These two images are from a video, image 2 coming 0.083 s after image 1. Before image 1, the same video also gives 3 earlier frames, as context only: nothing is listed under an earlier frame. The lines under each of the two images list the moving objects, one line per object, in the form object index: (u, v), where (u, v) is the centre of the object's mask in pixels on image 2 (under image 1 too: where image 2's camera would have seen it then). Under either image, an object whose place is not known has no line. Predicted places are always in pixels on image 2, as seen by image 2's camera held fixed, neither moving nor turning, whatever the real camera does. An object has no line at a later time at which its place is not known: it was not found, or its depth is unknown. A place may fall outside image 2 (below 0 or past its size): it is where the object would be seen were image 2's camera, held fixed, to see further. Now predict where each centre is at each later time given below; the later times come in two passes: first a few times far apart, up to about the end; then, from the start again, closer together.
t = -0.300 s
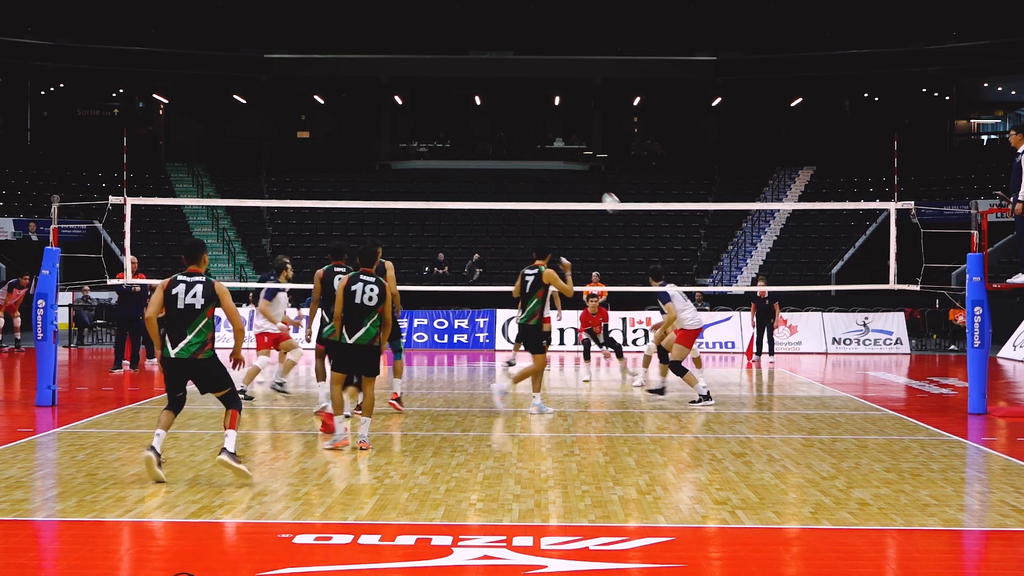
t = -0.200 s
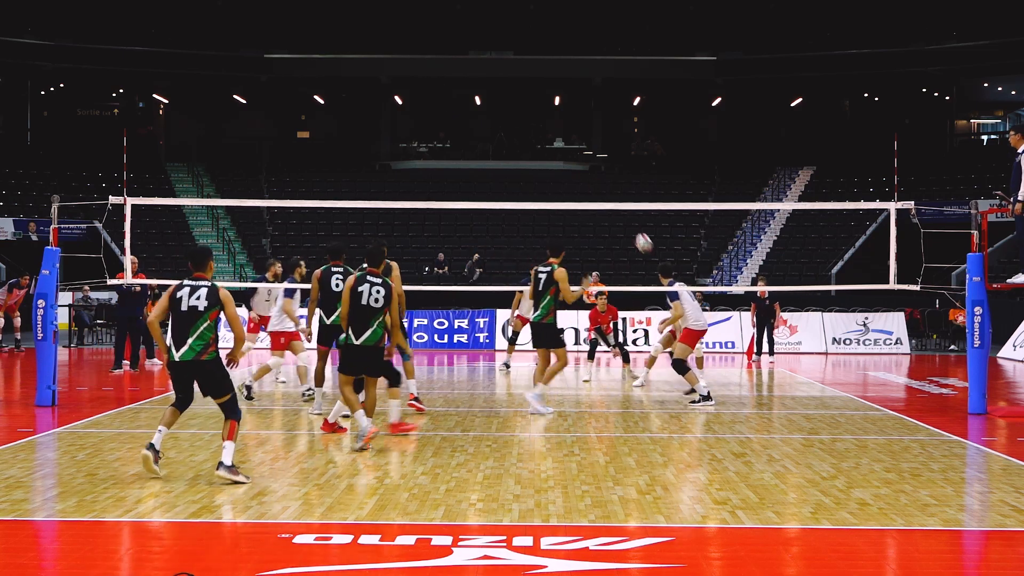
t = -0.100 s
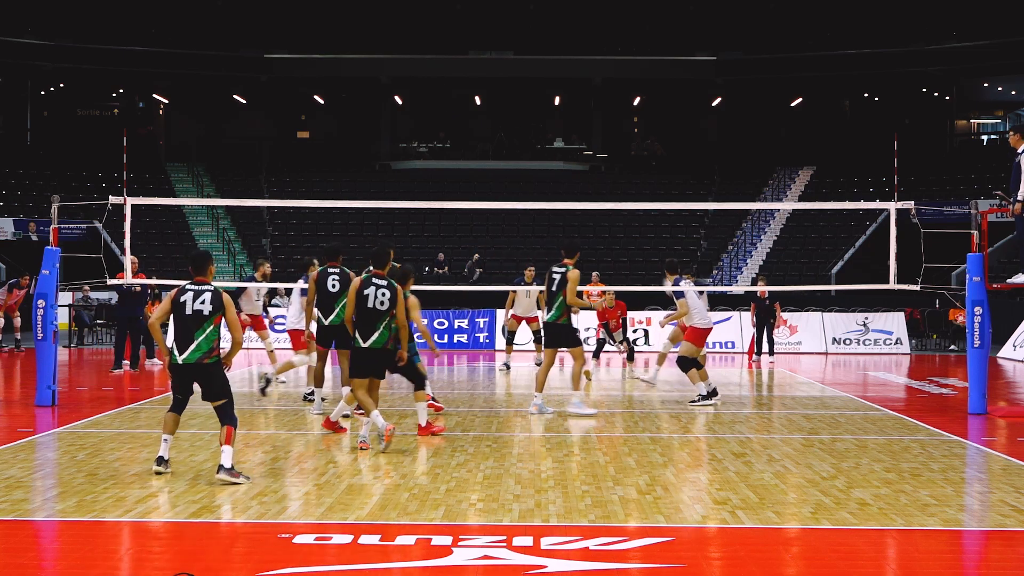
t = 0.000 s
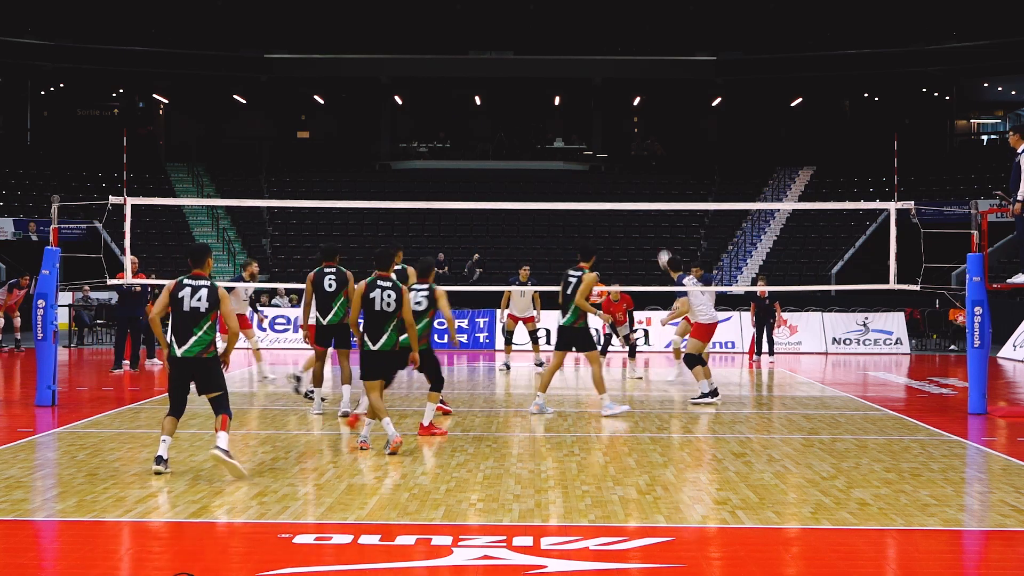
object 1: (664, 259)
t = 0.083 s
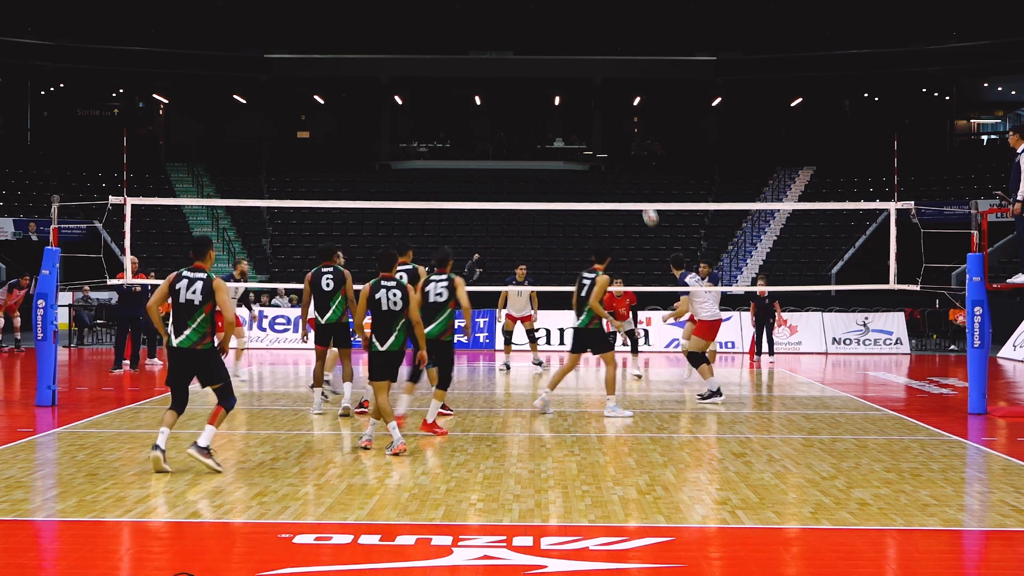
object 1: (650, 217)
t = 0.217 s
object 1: (625, 156)
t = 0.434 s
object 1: (584, 84)
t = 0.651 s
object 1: (543, 45)
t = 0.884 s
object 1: (497, 40)
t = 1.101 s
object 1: (453, 73)
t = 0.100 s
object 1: (647, 208)
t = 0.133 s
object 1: (641, 192)
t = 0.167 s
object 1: (635, 178)
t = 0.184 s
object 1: (632, 170)
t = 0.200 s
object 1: (629, 163)
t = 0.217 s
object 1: (625, 156)
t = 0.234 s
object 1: (622, 150)
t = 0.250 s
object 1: (619, 143)
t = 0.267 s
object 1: (616, 137)
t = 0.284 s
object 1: (613, 131)
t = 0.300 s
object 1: (610, 125)
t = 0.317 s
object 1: (606, 119)
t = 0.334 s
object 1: (603, 114)
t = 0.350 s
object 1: (600, 108)
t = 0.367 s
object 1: (597, 103)
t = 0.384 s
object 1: (594, 98)
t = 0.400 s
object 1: (591, 93)
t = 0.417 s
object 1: (588, 89)
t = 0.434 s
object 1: (584, 84)
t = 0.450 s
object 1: (581, 80)
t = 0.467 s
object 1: (578, 76)
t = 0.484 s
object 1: (575, 73)
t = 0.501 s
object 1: (572, 69)
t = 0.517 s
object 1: (569, 65)
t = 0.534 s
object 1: (565, 62)
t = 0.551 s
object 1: (562, 59)
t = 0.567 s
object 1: (559, 56)
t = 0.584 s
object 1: (556, 54)
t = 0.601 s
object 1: (553, 51)
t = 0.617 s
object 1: (550, 49)
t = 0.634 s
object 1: (546, 47)
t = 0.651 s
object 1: (543, 45)
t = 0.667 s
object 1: (540, 44)
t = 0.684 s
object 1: (537, 42)
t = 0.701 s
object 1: (533, 41)
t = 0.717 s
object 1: (530, 39)
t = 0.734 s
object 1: (527, 39)
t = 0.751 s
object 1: (524, 38)
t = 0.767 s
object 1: (520, 38)
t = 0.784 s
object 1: (517, 37)
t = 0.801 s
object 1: (514, 37)
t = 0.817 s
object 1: (510, 37)
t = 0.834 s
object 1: (507, 38)
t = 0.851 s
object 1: (504, 38)
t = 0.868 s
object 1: (501, 39)
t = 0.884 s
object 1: (497, 40)
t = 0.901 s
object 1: (494, 41)
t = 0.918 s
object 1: (491, 43)
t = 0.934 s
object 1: (487, 44)
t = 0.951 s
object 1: (484, 46)
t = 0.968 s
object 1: (480, 48)
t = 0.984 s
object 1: (477, 51)
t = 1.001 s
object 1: (474, 53)
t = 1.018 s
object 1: (470, 56)
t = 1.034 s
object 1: (467, 59)
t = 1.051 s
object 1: (463, 62)
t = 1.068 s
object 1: (460, 65)
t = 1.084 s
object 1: (456, 69)
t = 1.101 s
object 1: (453, 73)
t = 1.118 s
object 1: (449, 77)
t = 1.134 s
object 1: (446, 81)
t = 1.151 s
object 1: (442, 86)
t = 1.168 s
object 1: (439, 90)
